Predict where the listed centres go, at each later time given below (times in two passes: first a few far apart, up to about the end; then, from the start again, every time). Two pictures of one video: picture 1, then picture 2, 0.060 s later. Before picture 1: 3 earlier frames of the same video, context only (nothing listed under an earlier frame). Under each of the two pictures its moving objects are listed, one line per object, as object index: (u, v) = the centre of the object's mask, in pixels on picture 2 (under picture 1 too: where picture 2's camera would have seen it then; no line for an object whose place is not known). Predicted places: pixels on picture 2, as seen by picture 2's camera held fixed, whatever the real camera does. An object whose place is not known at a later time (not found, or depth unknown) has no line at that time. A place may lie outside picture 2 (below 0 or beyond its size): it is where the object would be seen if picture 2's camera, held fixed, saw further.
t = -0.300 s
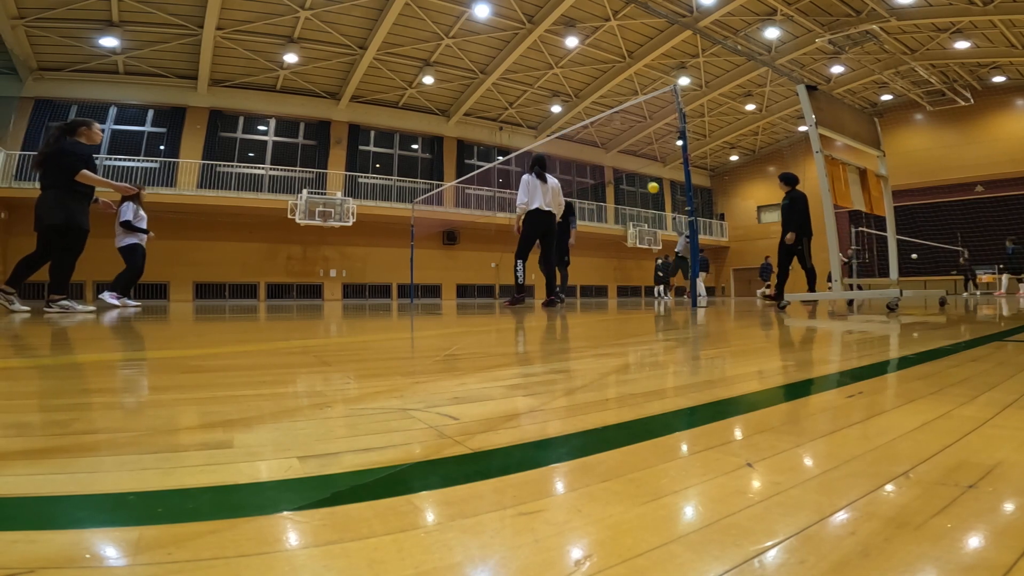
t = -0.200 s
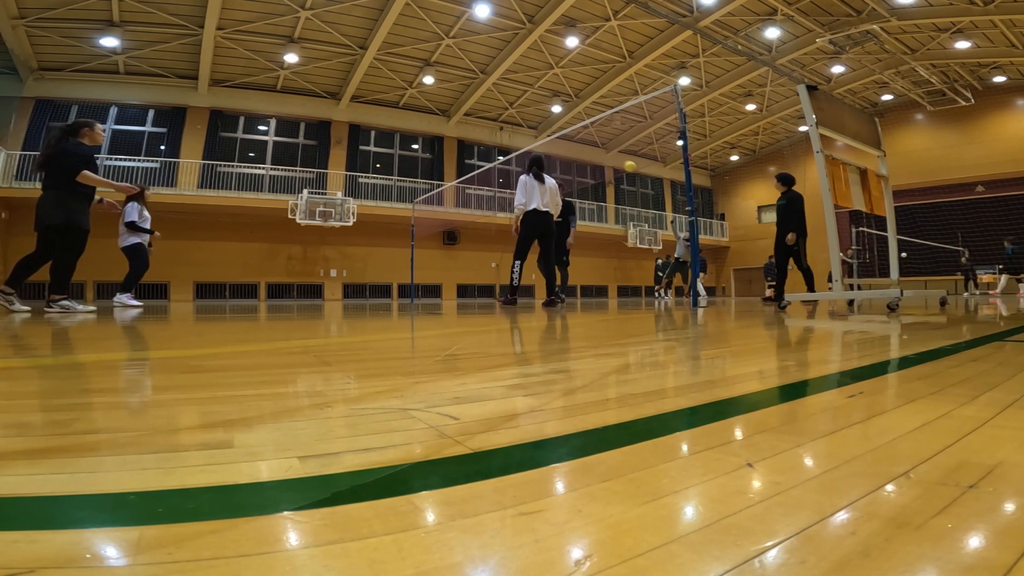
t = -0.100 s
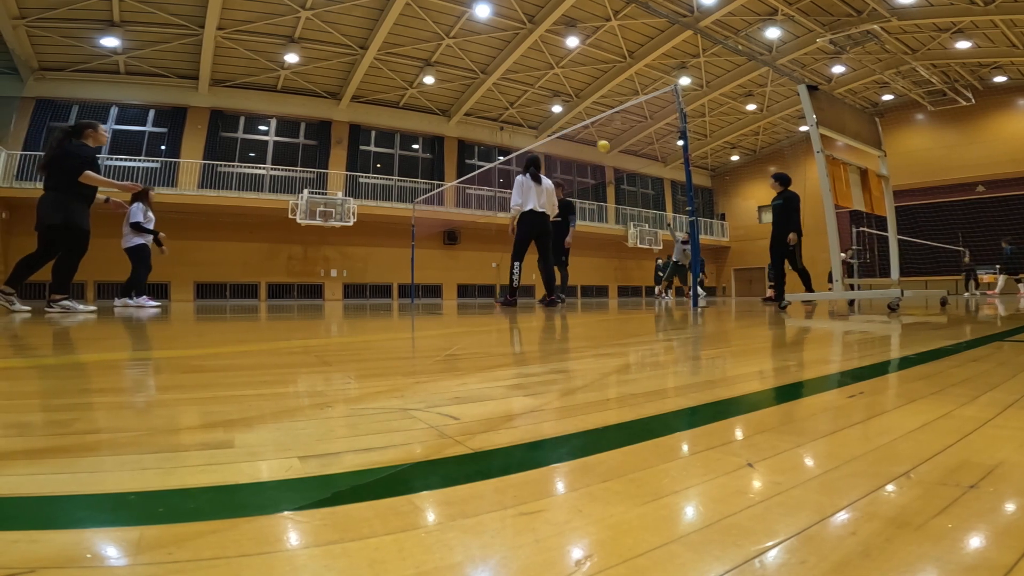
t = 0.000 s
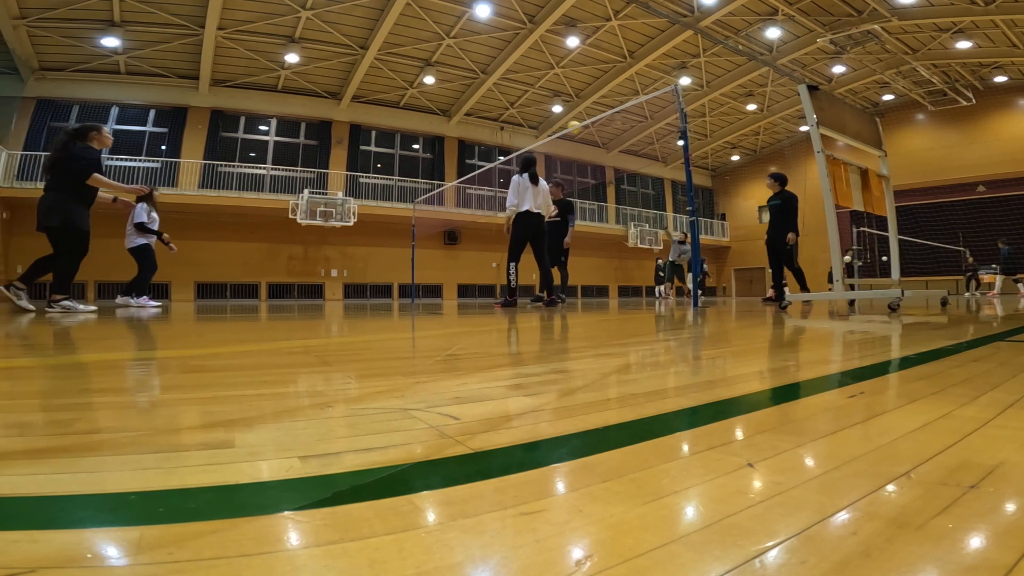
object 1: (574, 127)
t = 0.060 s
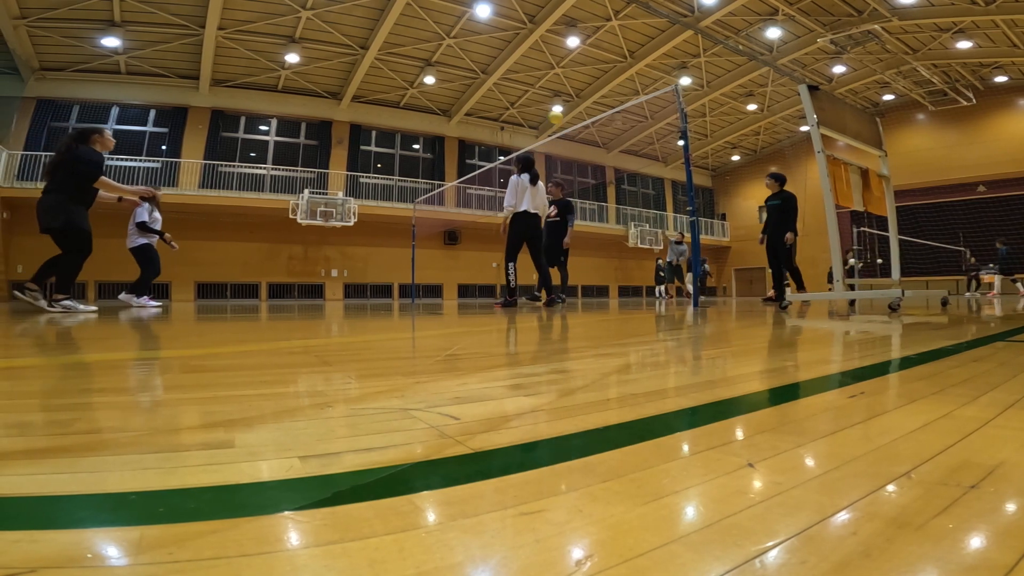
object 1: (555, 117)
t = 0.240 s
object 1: (488, 97)
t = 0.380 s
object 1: (421, 93)
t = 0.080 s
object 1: (548, 114)
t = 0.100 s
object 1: (542, 111)
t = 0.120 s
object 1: (535, 109)
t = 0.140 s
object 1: (528, 106)
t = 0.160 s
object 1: (520, 104)
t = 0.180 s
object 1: (513, 102)
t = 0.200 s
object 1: (505, 100)
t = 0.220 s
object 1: (497, 99)
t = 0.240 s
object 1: (488, 97)
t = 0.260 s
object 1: (480, 96)
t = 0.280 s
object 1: (470, 95)
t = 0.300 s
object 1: (461, 94)
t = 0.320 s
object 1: (452, 94)
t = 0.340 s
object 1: (442, 94)
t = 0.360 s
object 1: (431, 94)
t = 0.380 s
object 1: (421, 93)
